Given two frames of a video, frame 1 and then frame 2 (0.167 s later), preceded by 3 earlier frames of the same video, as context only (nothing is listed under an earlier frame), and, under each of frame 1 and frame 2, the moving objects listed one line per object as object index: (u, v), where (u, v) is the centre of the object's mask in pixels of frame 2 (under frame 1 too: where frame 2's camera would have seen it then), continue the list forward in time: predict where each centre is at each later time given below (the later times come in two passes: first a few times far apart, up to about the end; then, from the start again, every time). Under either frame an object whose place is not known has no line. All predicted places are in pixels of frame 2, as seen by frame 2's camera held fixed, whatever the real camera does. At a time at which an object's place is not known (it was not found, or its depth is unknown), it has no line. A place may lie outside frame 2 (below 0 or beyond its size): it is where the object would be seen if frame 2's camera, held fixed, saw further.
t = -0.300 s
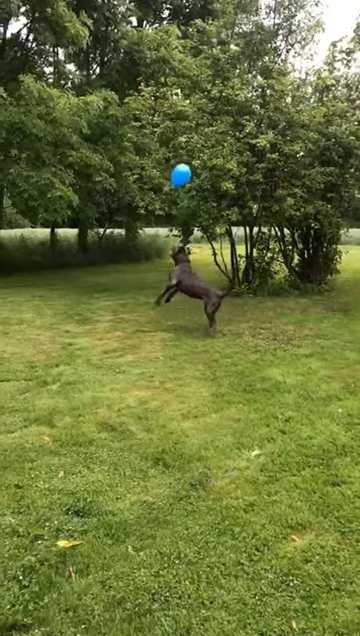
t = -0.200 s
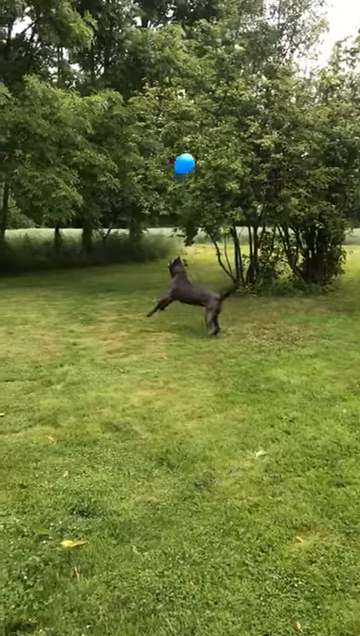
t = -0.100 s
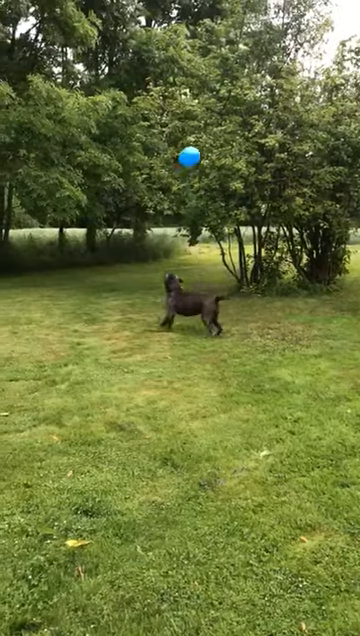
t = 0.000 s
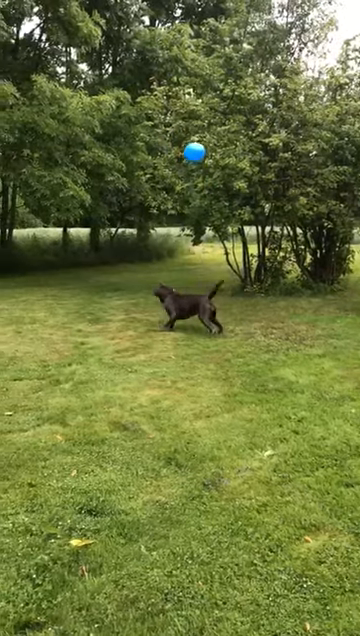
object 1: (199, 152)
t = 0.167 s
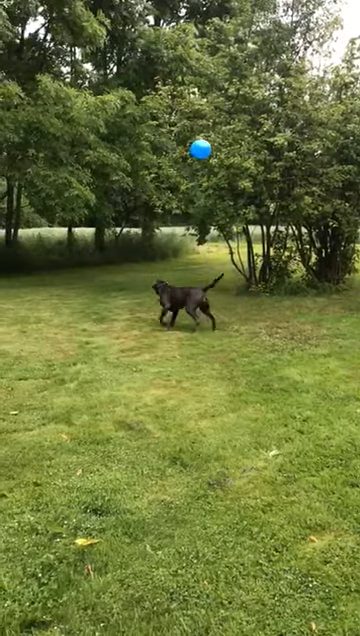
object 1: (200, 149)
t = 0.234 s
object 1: (200, 148)
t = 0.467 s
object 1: (199, 146)
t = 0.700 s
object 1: (196, 147)
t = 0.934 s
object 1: (194, 153)
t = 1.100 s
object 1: (193, 162)
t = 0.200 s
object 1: (200, 149)
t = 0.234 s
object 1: (200, 148)
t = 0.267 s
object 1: (200, 148)
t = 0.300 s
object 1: (200, 148)
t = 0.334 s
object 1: (200, 147)
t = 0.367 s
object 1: (200, 147)
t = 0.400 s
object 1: (199, 146)
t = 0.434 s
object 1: (199, 146)
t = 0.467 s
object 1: (199, 146)
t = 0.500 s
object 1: (199, 146)
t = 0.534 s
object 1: (199, 146)
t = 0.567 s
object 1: (198, 146)
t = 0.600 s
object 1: (197, 146)
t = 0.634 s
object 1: (197, 146)
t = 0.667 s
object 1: (196, 147)
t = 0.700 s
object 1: (196, 147)
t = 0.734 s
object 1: (196, 148)
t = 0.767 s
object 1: (195, 148)
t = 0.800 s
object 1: (195, 149)
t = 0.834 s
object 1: (195, 150)
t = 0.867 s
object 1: (194, 151)
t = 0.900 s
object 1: (194, 152)
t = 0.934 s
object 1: (194, 153)
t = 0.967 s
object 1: (194, 155)
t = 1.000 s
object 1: (193, 157)
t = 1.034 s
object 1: (193, 158)
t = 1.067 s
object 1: (193, 160)
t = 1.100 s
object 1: (193, 162)
